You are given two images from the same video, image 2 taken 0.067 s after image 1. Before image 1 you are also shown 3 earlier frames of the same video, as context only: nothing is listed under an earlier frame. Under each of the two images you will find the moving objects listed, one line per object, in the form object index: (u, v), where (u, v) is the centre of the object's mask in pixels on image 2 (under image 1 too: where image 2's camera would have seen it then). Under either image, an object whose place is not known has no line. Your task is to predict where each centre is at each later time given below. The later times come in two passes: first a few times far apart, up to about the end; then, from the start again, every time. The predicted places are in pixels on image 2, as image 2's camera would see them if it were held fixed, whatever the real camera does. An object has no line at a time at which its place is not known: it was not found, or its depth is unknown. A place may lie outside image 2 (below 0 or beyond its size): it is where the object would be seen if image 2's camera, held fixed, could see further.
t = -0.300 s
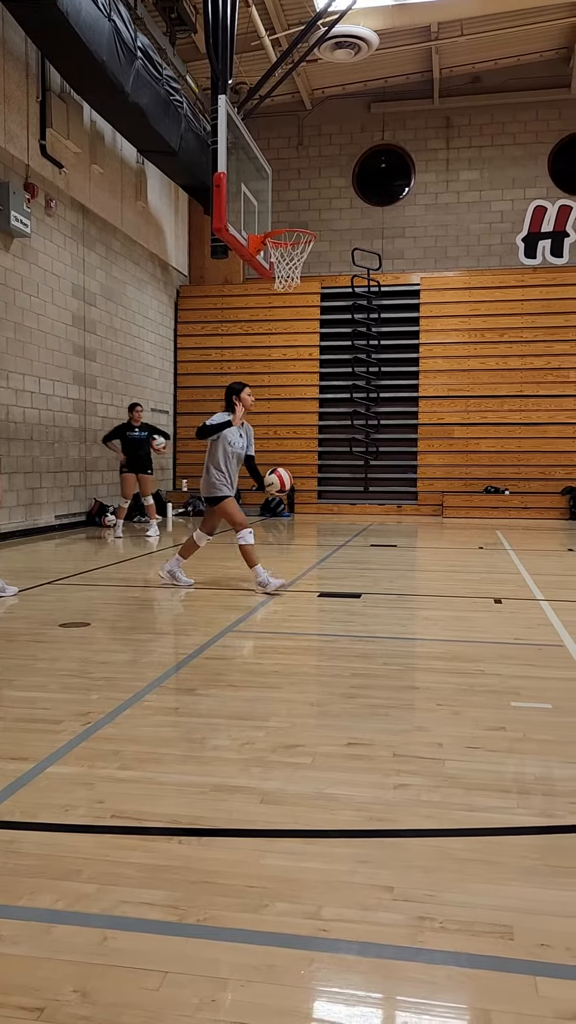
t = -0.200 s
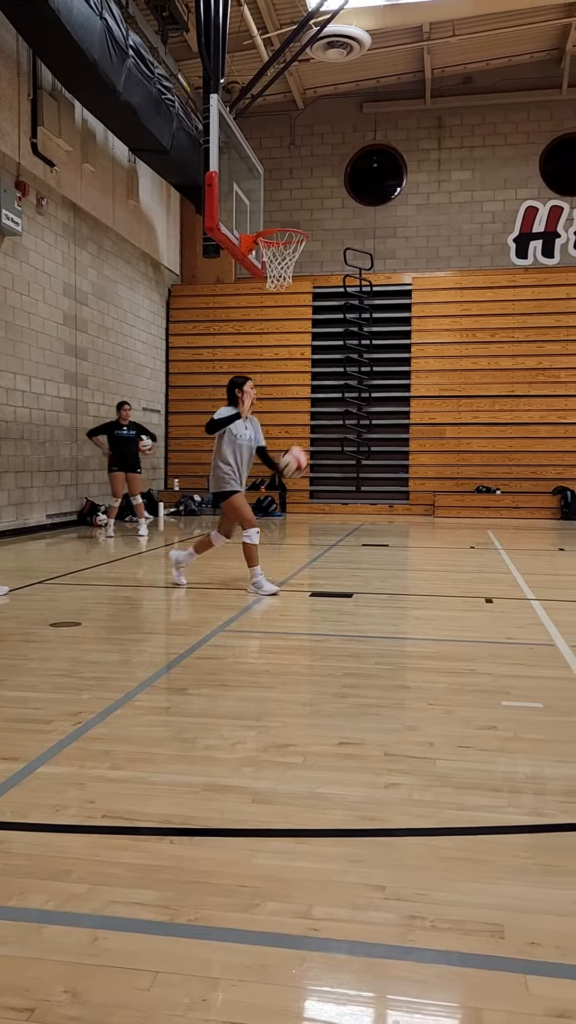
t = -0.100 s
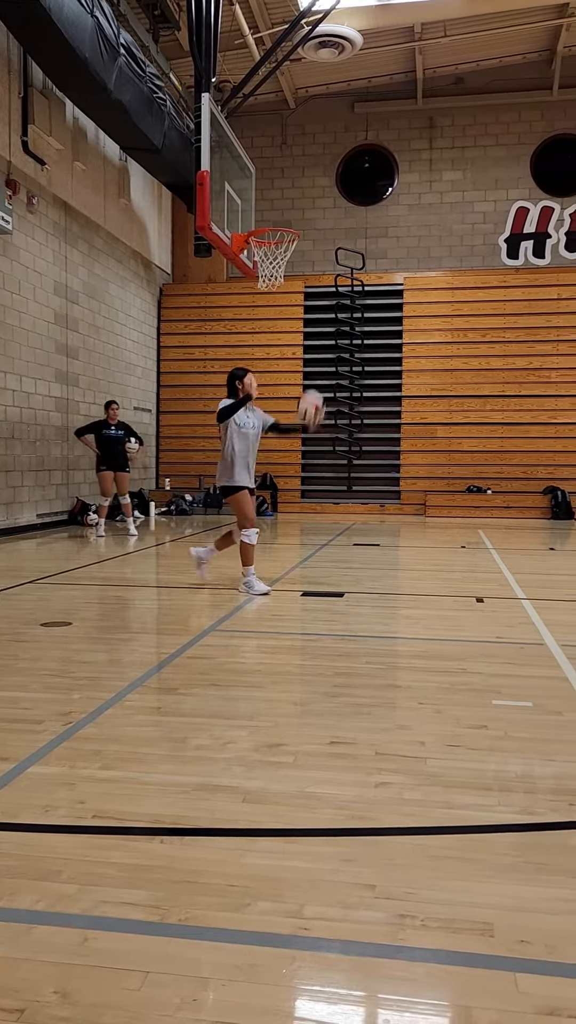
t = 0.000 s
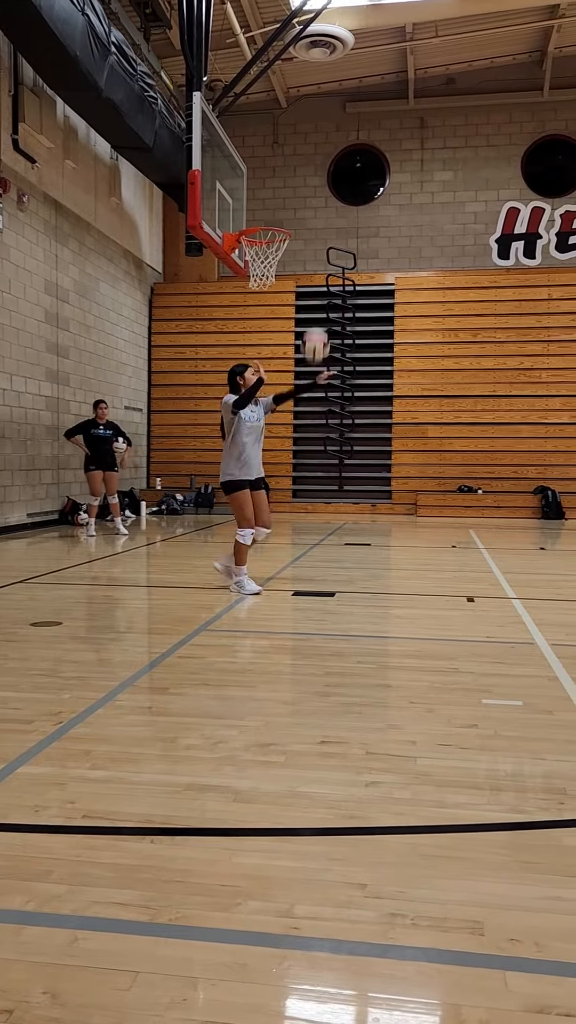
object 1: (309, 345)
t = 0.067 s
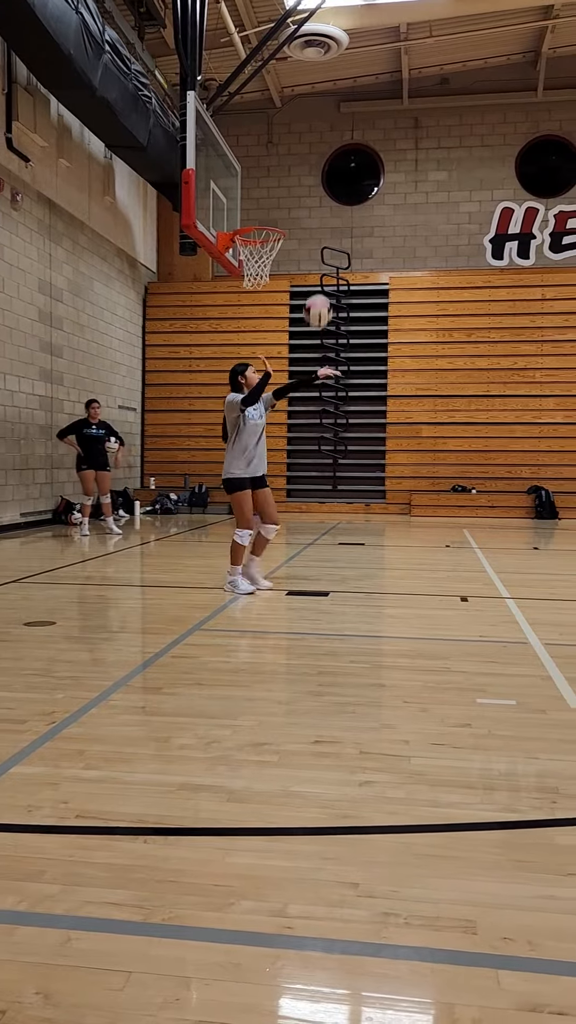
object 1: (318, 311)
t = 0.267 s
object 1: (343, 249)
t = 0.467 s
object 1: (368, 242)
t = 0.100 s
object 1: (322, 297)
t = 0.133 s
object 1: (326, 284)
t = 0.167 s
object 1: (330, 273)
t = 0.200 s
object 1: (335, 262)
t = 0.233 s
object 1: (339, 255)
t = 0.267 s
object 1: (343, 249)
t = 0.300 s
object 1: (347, 243)
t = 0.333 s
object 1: (351, 240)
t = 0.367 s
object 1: (356, 238)
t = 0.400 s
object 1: (360, 238)
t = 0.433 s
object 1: (364, 239)
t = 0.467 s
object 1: (368, 242)
